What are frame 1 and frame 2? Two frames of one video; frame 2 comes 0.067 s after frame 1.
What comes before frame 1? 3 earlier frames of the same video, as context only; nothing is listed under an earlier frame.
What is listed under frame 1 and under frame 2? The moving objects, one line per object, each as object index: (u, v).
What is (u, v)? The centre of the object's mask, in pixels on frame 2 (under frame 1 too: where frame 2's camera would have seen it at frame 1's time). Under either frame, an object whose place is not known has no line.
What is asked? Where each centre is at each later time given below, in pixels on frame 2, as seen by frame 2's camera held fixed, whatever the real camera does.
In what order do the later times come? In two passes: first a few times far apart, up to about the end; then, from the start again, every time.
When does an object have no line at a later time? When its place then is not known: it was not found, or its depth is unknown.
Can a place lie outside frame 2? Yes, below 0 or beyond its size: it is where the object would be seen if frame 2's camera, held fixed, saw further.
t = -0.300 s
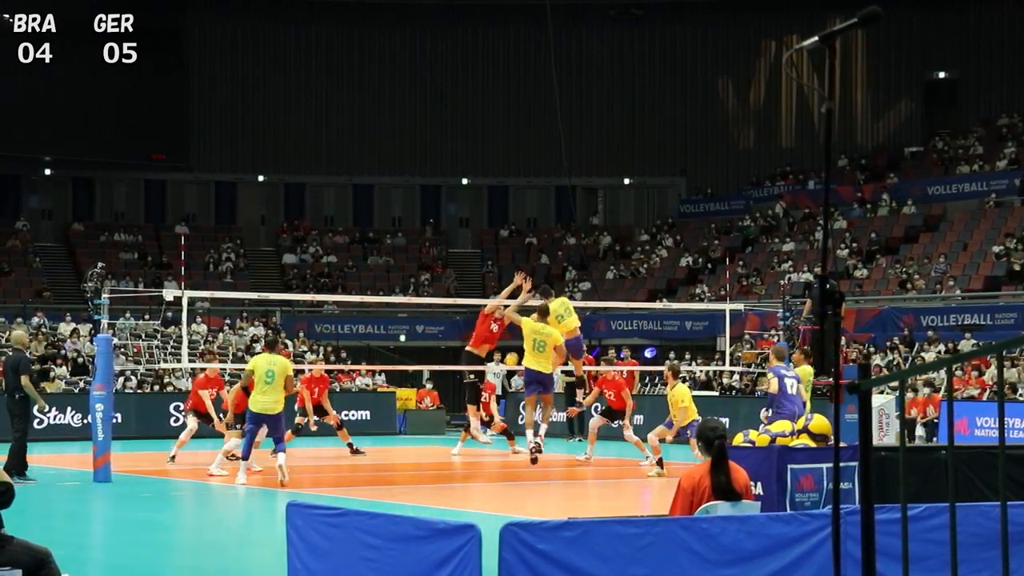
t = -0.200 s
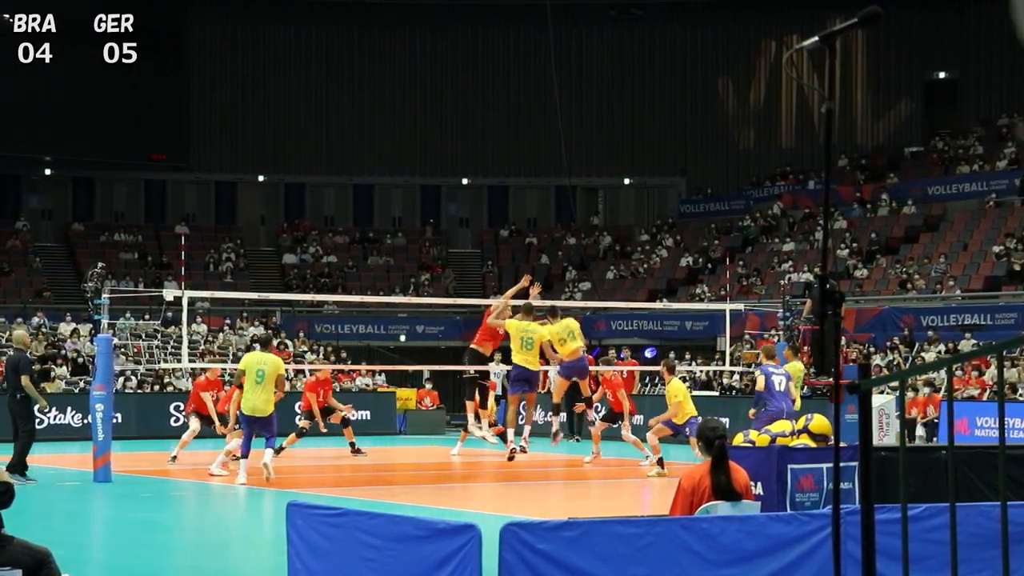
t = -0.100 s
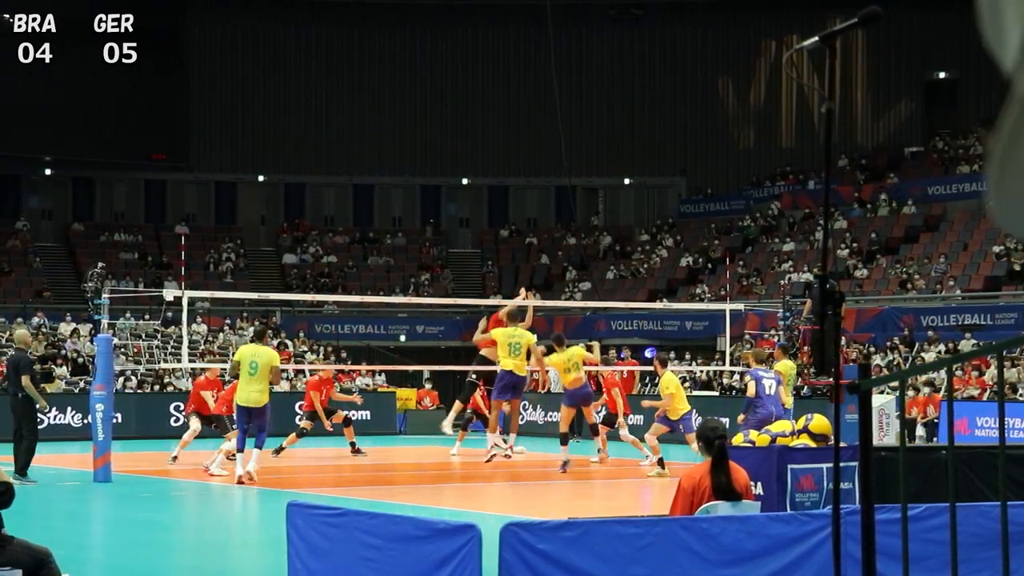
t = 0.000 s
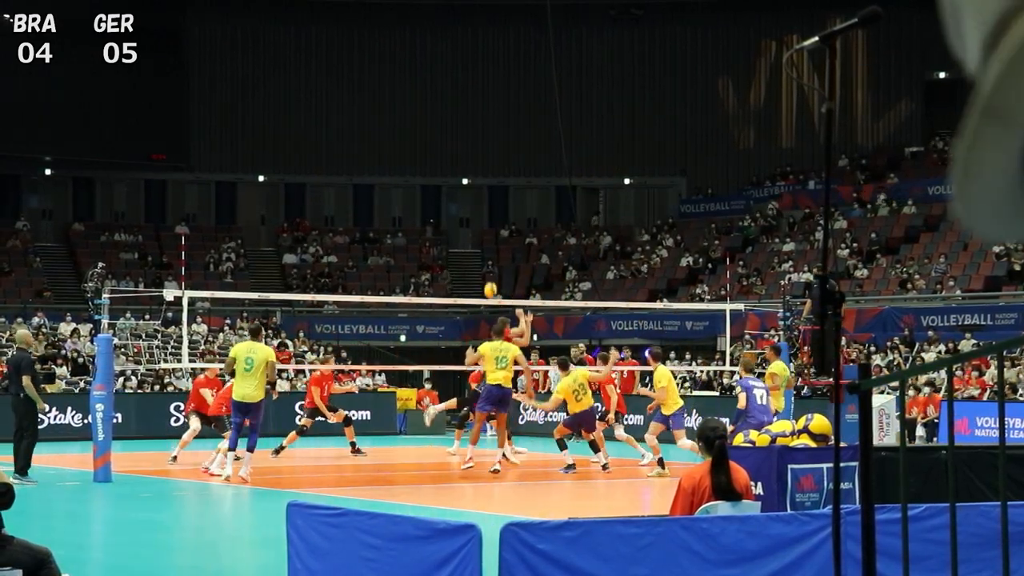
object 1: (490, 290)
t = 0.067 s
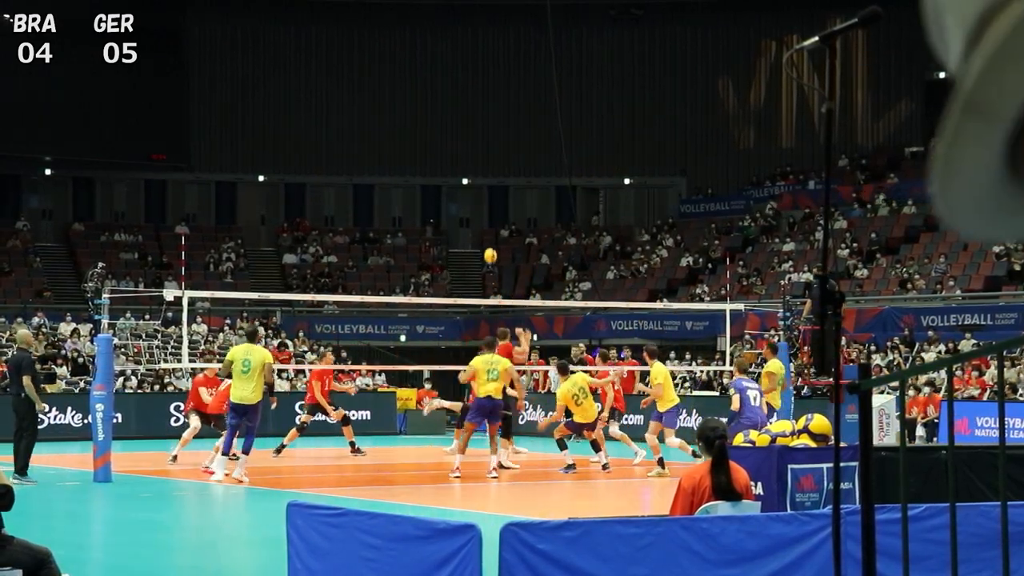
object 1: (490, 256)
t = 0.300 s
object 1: (490, 160)
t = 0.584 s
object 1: (491, 89)
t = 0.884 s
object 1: (492, 63)
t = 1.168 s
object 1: (493, 87)
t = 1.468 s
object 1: (492, 164)
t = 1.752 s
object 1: (491, 281)
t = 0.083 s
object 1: (490, 248)
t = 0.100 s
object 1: (491, 240)
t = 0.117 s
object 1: (490, 233)
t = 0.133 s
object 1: (490, 225)
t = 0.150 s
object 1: (490, 218)
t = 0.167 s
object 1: (490, 211)
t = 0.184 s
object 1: (490, 204)
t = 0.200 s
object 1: (490, 198)
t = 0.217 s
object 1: (490, 190)
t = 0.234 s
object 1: (490, 184)
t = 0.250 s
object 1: (490, 178)
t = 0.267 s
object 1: (490, 172)
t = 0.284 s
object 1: (490, 166)
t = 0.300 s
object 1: (490, 160)
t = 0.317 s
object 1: (490, 155)
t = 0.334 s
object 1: (490, 149)
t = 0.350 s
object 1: (490, 144)
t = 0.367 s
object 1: (490, 139)
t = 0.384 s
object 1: (490, 134)
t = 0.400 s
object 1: (490, 129)
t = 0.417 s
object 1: (490, 125)
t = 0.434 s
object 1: (490, 120)
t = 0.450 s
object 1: (490, 116)
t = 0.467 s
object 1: (490, 112)
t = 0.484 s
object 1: (491, 108)
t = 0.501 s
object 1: (490, 105)
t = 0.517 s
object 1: (490, 101)
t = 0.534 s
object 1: (491, 98)
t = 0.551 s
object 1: (491, 95)
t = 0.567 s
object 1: (491, 91)
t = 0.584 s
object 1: (491, 89)
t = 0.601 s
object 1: (491, 86)
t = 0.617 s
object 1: (491, 83)
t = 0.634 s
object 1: (491, 81)
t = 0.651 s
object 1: (491, 78)
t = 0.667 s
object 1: (491, 76)
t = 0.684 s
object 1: (491, 74)
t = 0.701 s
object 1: (492, 72)
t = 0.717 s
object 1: (492, 70)
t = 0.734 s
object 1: (492, 68)
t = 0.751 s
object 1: (492, 67)
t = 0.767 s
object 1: (492, 66)
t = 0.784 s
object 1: (492, 65)
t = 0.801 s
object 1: (492, 65)
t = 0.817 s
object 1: (492, 64)
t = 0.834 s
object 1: (492, 63)
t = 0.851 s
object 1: (492, 63)
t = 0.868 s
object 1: (492, 63)
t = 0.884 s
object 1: (492, 63)
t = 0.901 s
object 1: (492, 63)
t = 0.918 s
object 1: (493, 63)
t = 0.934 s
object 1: (493, 64)
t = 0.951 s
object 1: (493, 64)
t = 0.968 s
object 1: (492, 65)
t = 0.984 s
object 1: (493, 66)
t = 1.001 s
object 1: (493, 67)
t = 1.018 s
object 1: (493, 68)
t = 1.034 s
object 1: (493, 70)
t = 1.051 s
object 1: (493, 71)
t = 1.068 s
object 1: (493, 73)
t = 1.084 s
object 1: (493, 75)
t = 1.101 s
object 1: (493, 77)
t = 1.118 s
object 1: (493, 79)
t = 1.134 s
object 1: (493, 82)
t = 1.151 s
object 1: (493, 84)
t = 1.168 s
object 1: (493, 87)
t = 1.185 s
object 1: (493, 90)
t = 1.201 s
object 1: (493, 93)
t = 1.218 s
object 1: (493, 97)
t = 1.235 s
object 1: (493, 100)
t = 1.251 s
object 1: (492, 104)
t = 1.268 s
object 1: (493, 107)
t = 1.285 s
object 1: (493, 111)
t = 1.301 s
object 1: (492, 115)
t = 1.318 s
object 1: (492, 120)
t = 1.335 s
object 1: (492, 124)
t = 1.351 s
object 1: (492, 128)
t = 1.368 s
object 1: (492, 133)
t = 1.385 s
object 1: (493, 137)
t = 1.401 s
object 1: (492, 143)
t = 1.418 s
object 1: (492, 148)
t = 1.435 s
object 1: (491, 153)
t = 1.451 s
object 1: (492, 158)
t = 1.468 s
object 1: (492, 164)
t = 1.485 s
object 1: (492, 170)
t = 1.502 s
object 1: (492, 175)
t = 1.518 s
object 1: (492, 182)
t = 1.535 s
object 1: (492, 188)
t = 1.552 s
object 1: (491, 194)
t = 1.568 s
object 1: (492, 200)
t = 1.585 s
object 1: (491, 207)
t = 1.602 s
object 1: (490, 213)
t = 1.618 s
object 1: (490, 220)
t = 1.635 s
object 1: (491, 228)
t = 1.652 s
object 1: (491, 235)
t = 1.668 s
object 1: (491, 242)
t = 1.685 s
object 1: (491, 249)
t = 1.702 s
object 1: (491, 257)
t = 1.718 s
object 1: (492, 265)
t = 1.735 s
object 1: (491, 272)
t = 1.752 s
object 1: (491, 281)
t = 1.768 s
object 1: (491, 289)
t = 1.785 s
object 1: (491, 295)
